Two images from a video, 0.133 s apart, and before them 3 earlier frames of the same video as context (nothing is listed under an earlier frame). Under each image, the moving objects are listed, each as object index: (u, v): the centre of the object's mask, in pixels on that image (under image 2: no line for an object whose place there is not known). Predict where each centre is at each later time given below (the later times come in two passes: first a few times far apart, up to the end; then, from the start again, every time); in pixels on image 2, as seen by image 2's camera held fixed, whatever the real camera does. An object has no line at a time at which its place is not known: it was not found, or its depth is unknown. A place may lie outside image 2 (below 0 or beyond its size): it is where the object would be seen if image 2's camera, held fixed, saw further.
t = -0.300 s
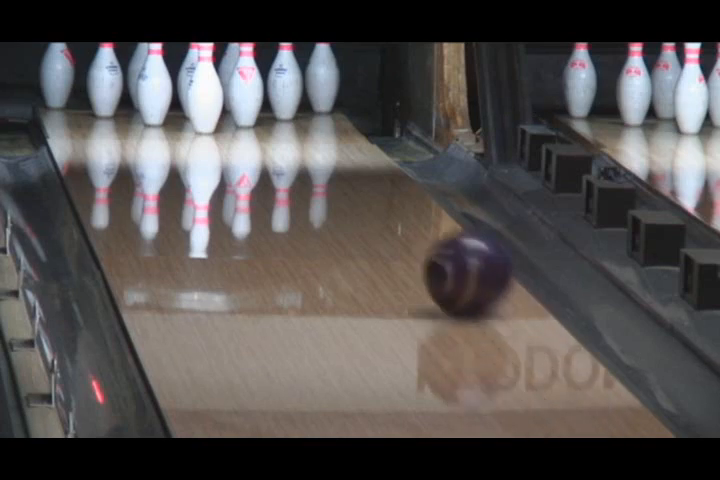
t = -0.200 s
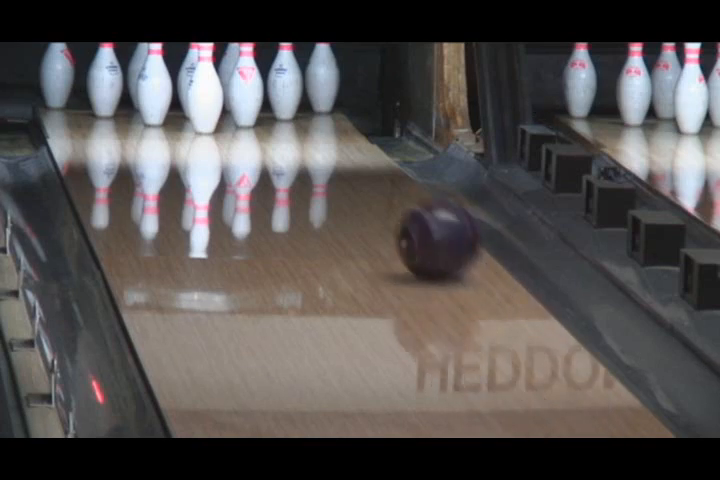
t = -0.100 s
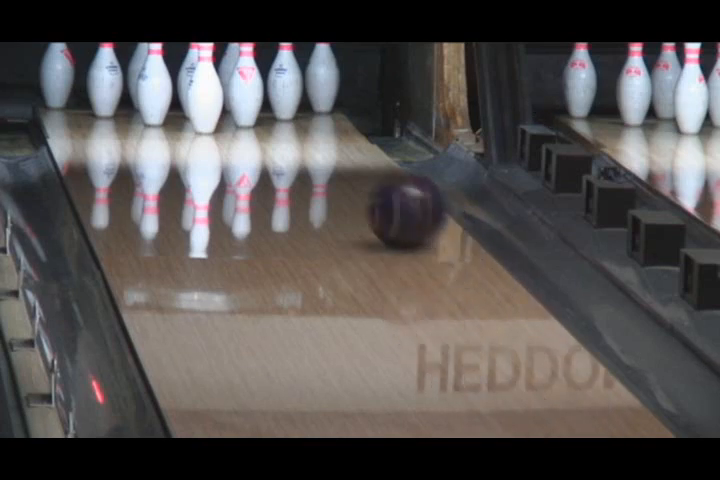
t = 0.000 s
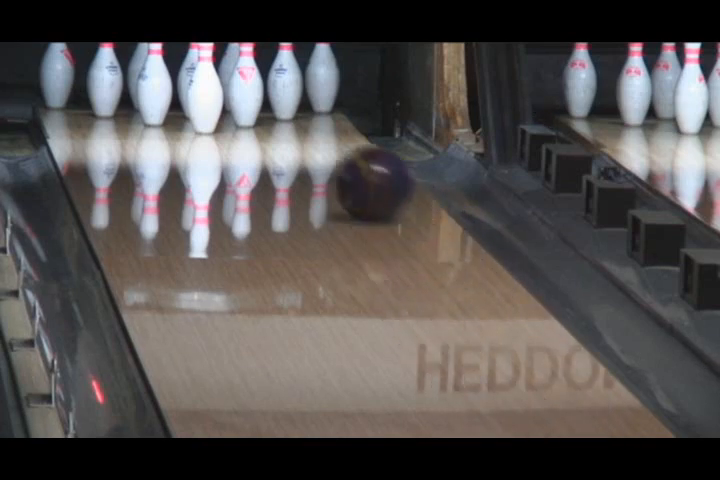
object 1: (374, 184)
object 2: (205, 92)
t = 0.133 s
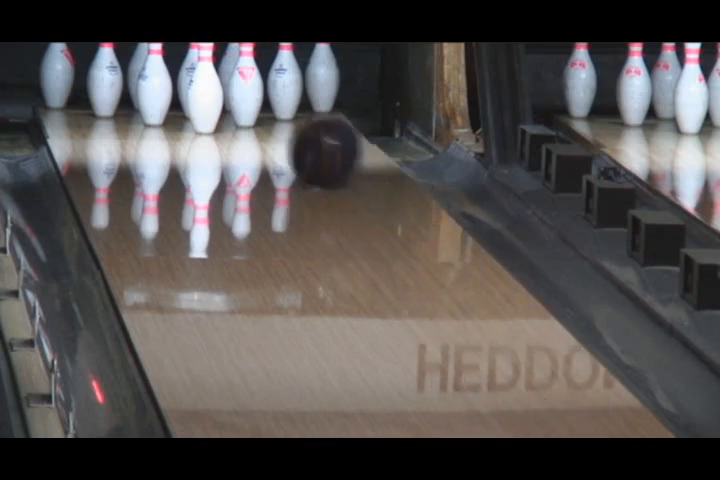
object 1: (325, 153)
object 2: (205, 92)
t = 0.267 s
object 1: (276, 125)
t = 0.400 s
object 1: (231, 103)
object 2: (170, 92)
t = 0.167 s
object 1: (313, 144)
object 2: (205, 92)
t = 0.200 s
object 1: (300, 138)
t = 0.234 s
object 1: (286, 130)
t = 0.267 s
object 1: (276, 125)
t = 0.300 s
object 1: (261, 118)
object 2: (205, 92)
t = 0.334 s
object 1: (250, 112)
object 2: (204, 92)
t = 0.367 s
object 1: (236, 105)
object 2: (201, 89)
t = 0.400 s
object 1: (231, 103)
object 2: (170, 92)
